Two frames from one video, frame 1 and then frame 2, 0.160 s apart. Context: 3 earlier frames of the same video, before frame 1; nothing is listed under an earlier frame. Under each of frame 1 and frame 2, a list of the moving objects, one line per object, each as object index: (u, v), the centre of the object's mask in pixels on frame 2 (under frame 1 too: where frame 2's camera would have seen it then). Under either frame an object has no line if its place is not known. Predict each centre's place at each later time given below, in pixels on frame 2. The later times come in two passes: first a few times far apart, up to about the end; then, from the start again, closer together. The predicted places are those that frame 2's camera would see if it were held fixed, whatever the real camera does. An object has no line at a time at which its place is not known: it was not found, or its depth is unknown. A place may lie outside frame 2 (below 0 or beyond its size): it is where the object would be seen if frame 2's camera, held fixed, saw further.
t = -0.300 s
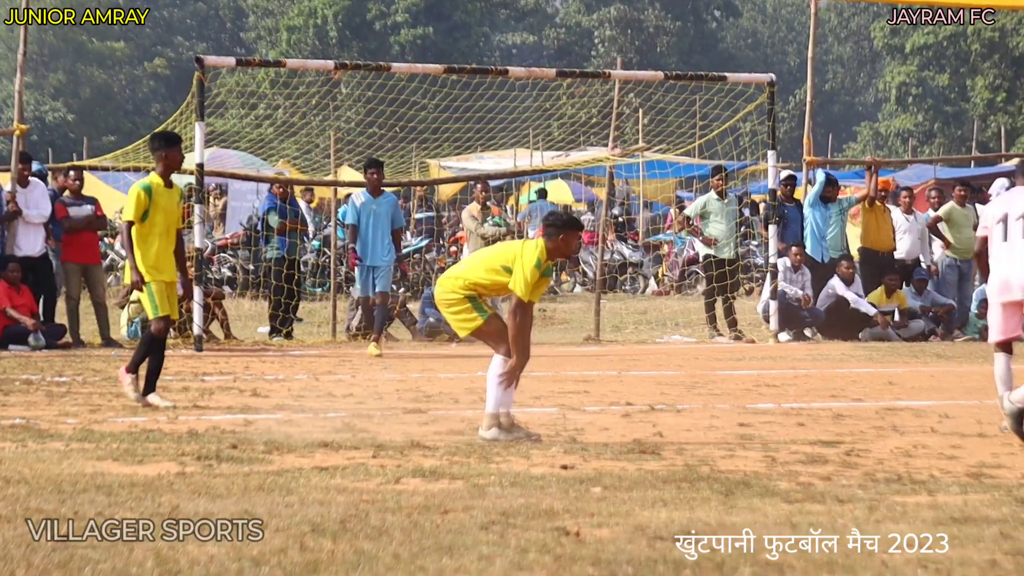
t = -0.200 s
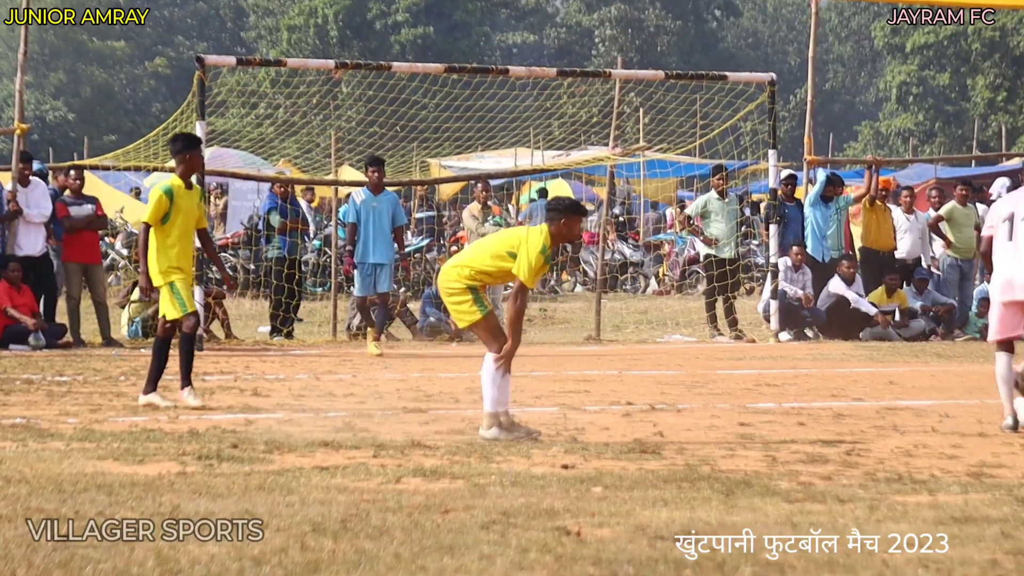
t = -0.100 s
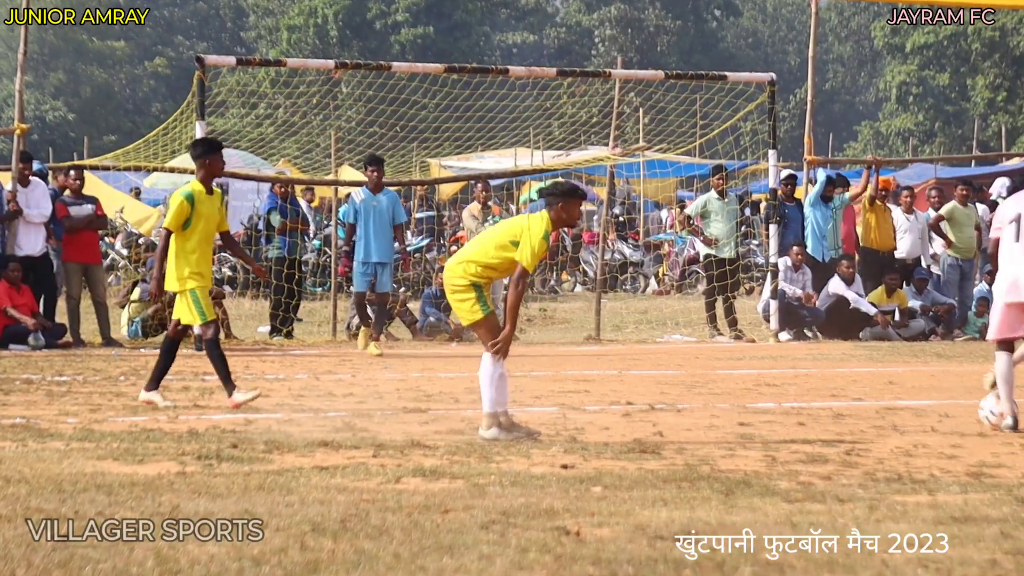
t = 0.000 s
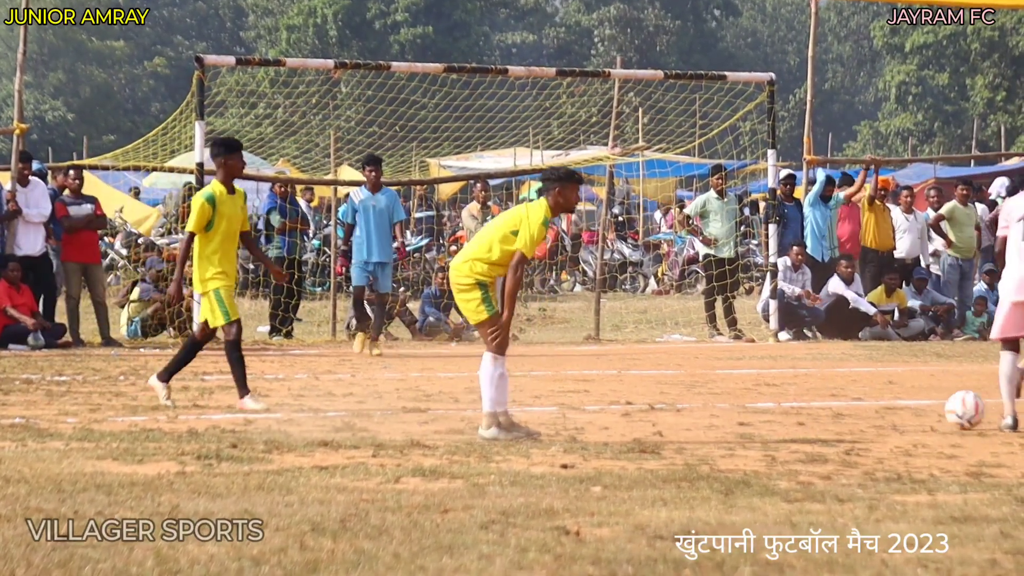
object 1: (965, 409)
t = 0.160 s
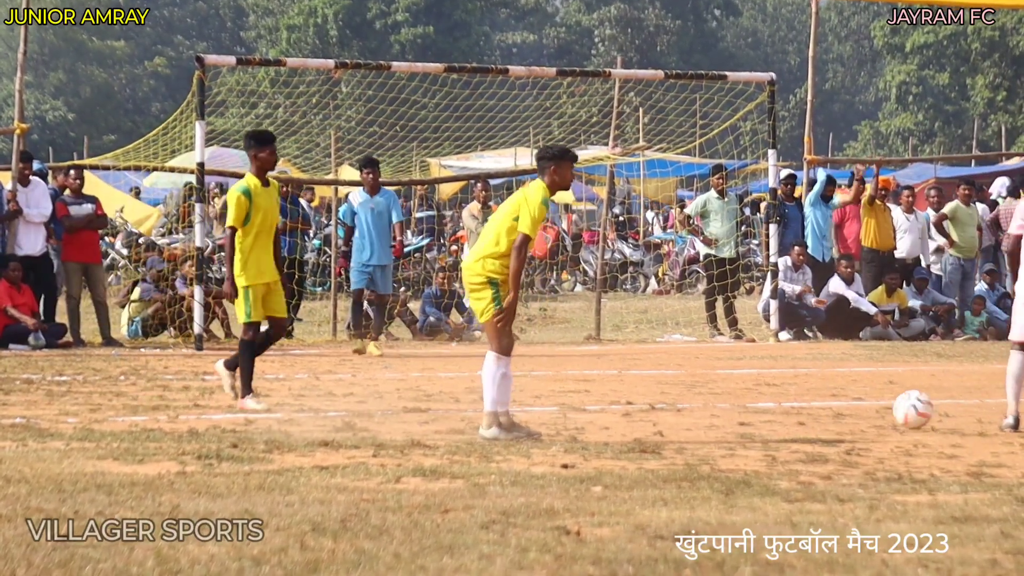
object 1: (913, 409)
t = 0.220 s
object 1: (894, 409)
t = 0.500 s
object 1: (807, 408)
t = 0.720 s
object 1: (742, 407)
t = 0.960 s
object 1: (674, 407)
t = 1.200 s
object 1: (610, 405)
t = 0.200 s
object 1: (900, 409)
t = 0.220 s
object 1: (894, 409)
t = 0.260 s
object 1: (882, 408)
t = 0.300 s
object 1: (869, 409)
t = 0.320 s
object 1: (864, 409)
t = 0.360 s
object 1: (851, 408)
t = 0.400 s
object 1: (838, 408)
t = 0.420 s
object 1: (832, 408)
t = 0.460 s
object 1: (819, 408)
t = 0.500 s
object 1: (807, 408)
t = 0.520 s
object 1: (800, 408)
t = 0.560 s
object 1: (789, 407)
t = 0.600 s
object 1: (777, 407)
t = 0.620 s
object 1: (772, 407)
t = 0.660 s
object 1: (760, 407)
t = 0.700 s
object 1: (748, 407)
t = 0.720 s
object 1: (742, 407)
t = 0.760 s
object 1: (731, 407)
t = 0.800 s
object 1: (719, 407)
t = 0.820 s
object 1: (713, 406)
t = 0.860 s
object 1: (701, 406)
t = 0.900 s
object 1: (690, 407)
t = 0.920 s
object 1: (685, 406)
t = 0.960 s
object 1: (674, 407)
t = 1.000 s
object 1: (663, 405)
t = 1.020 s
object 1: (658, 406)
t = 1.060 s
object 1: (647, 406)
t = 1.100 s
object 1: (637, 406)
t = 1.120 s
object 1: (631, 406)
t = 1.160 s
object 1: (620, 405)
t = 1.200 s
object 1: (610, 405)
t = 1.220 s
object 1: (604, 405)
